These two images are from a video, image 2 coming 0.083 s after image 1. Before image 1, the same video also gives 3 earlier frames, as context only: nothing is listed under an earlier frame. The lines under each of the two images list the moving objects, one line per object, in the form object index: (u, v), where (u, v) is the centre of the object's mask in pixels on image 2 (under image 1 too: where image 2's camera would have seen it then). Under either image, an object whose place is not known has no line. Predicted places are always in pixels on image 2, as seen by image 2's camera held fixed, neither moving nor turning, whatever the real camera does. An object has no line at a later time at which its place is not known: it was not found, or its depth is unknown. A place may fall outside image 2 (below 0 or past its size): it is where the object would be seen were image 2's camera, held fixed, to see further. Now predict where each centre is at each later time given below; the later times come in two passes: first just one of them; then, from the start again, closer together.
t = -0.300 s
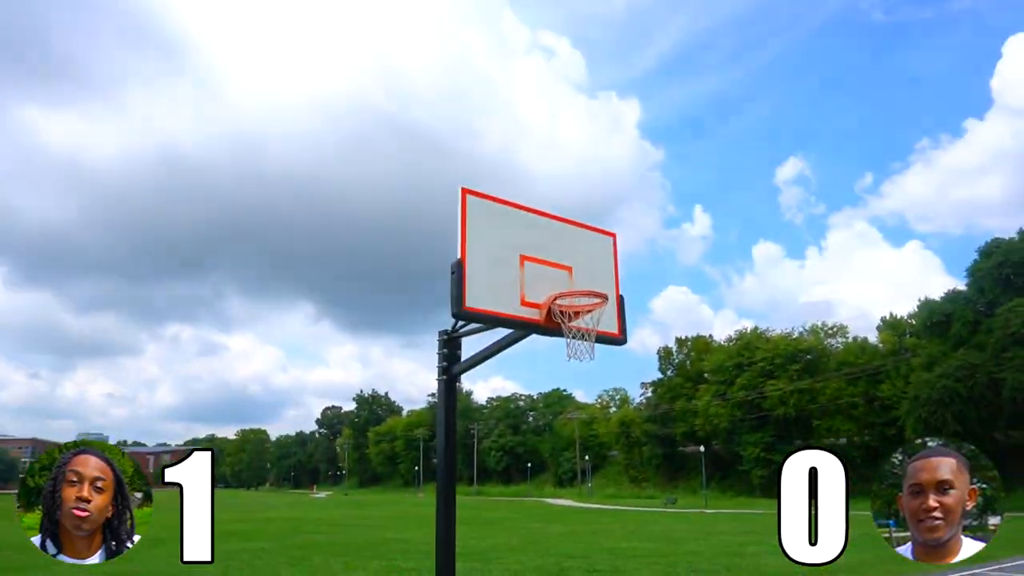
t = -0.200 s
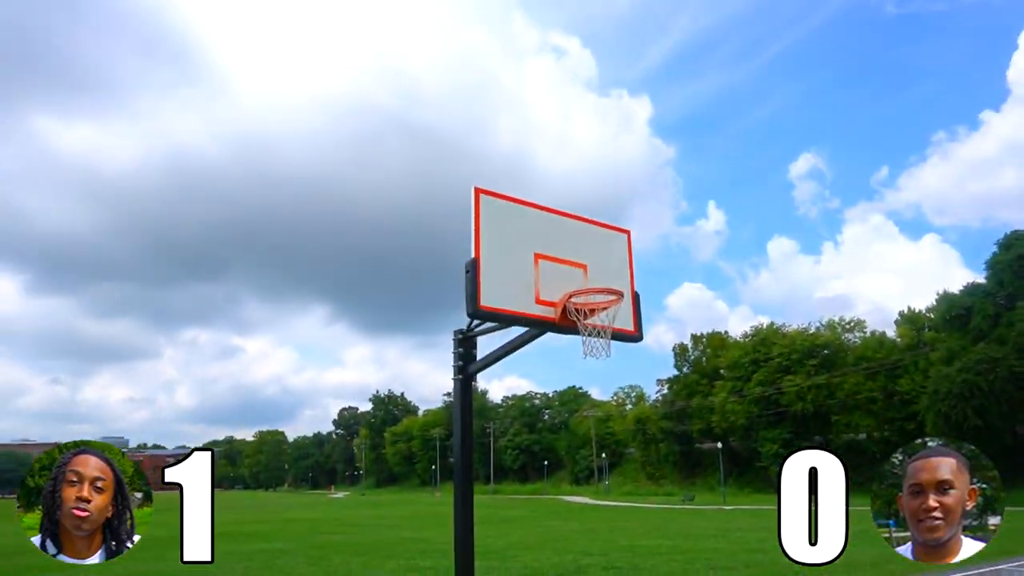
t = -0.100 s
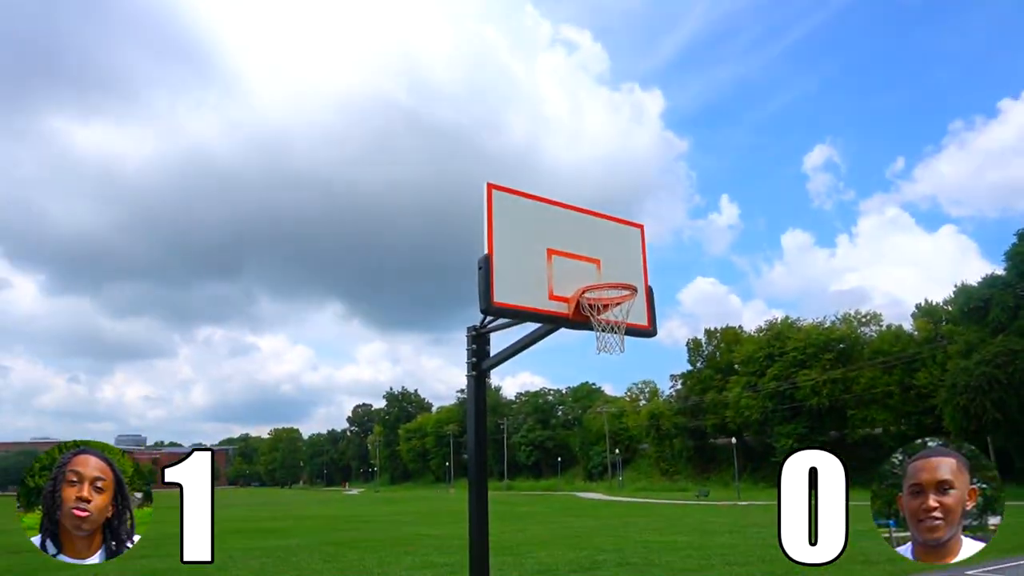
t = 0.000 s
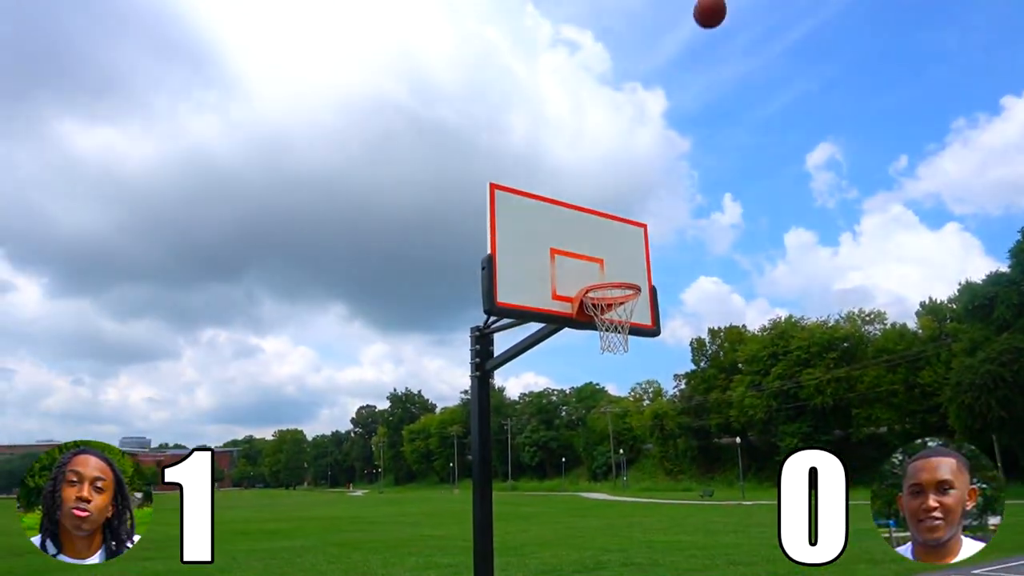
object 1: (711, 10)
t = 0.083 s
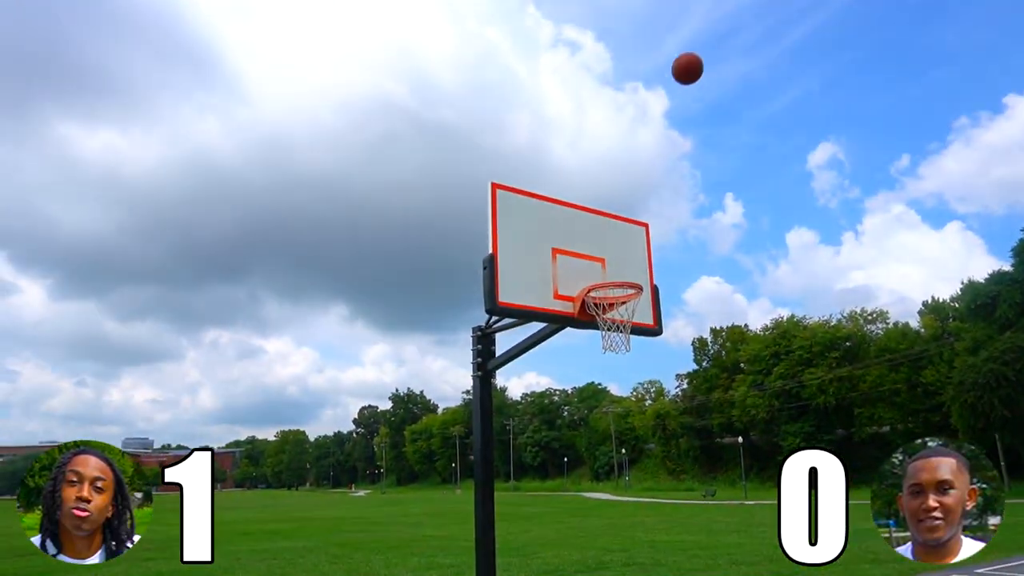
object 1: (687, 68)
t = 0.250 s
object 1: (648, 193)
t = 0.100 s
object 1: (683, 80)
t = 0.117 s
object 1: (679, 91)
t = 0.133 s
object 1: (674, 105)
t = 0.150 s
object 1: (670, 116)
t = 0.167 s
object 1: (667, 129)
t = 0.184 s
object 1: (663, 141)
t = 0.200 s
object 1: (659, 154)
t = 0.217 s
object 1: (656, 168)
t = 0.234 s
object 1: (653, 180)
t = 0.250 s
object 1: (648, 193)
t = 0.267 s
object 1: (645, 206)
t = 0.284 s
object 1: (642, 220)
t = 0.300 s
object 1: (640, 234)
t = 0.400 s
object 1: (638, 316)
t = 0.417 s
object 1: (637, 320)
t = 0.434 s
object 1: (644, 326)
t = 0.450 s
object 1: (648, 336)
